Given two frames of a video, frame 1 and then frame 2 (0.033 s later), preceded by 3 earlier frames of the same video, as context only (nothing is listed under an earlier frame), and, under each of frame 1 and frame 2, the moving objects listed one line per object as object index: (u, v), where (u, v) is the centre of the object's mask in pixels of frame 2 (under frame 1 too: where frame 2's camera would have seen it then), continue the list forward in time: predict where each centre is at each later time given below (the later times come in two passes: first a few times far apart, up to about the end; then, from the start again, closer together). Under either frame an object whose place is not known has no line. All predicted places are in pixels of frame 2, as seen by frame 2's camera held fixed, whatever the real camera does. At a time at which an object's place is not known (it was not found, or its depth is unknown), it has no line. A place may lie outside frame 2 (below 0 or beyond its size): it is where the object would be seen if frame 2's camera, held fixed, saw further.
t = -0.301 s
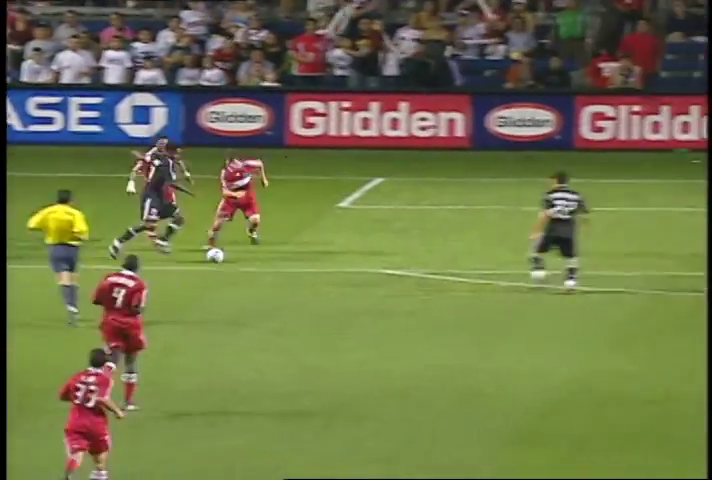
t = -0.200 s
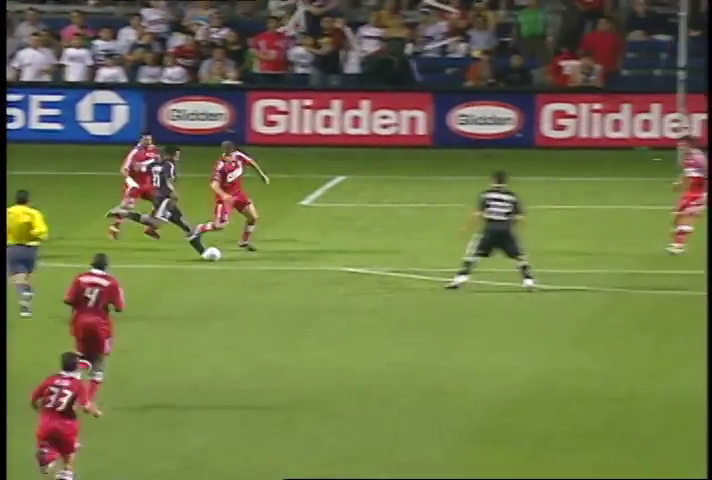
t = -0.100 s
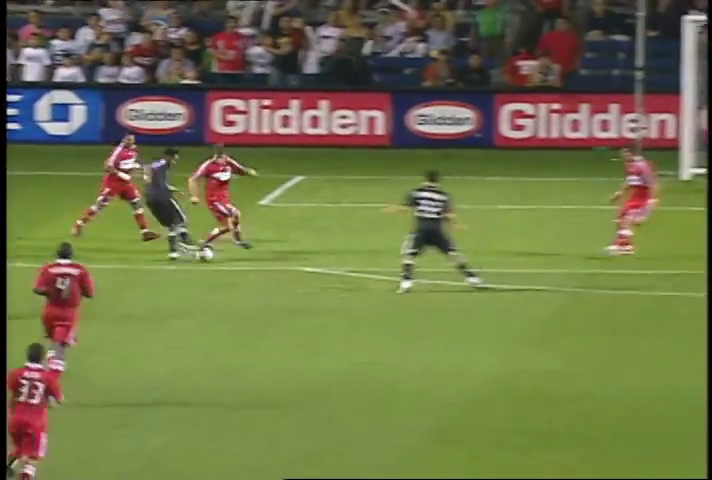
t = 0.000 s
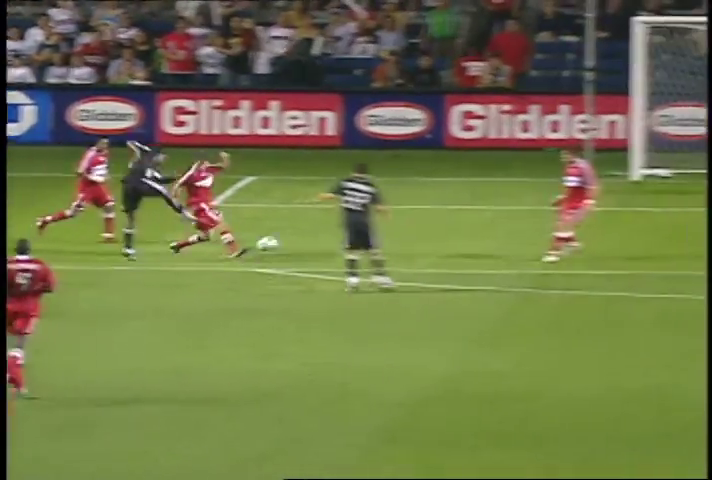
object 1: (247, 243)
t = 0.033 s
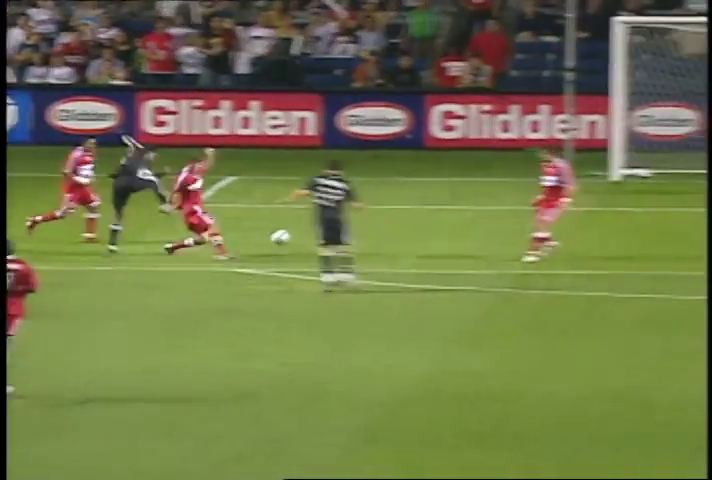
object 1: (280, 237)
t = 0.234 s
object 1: (455, 215)
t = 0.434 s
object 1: (593, 196)
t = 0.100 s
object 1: (344, 227)
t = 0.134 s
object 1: (373, 223)
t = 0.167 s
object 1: (402, 221)
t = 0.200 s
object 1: (429, 220)
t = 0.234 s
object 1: (455, 215)
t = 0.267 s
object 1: (480, 211)
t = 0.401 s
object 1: (572, 198)
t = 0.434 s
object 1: (593, 196)
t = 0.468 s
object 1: (613, 194)
